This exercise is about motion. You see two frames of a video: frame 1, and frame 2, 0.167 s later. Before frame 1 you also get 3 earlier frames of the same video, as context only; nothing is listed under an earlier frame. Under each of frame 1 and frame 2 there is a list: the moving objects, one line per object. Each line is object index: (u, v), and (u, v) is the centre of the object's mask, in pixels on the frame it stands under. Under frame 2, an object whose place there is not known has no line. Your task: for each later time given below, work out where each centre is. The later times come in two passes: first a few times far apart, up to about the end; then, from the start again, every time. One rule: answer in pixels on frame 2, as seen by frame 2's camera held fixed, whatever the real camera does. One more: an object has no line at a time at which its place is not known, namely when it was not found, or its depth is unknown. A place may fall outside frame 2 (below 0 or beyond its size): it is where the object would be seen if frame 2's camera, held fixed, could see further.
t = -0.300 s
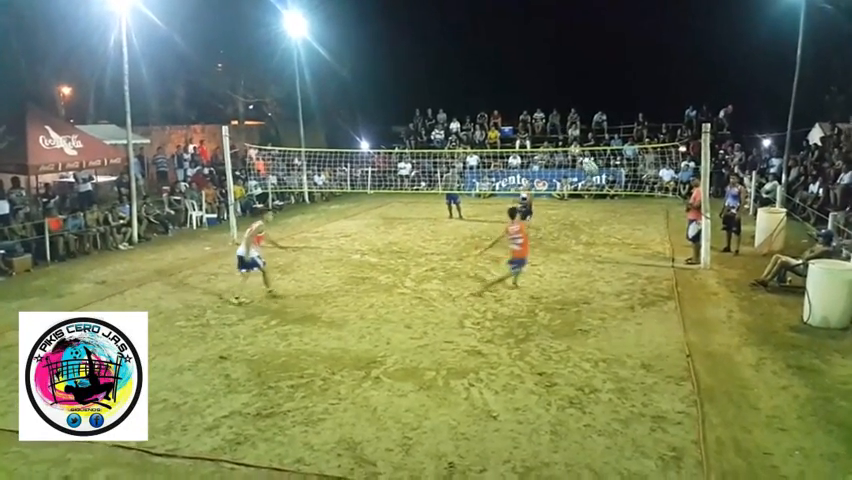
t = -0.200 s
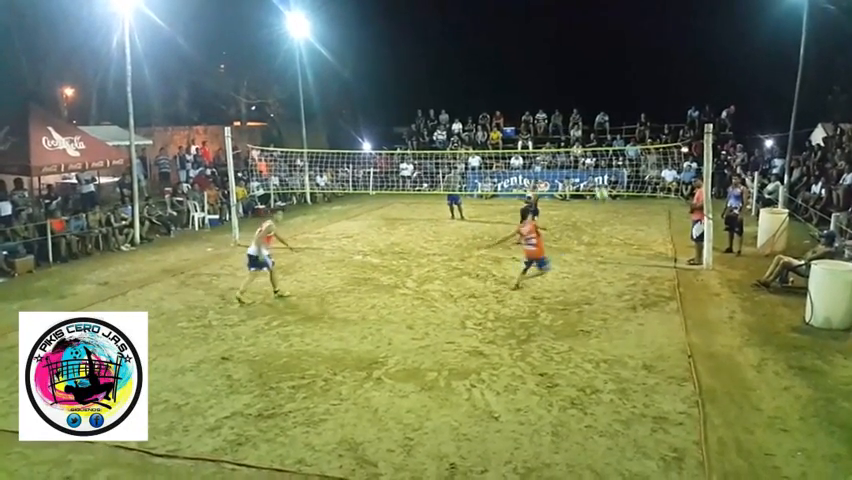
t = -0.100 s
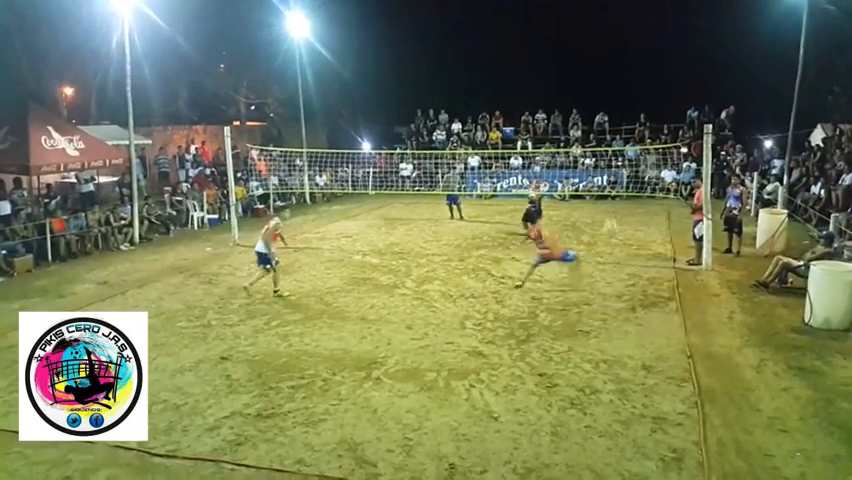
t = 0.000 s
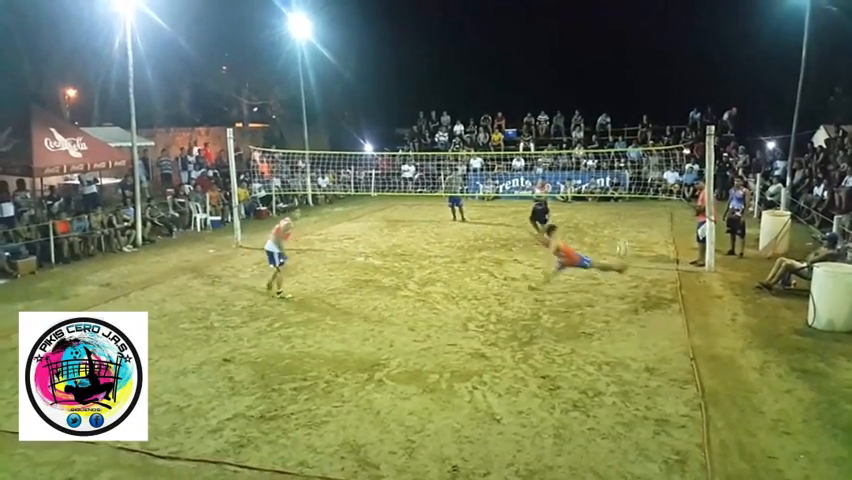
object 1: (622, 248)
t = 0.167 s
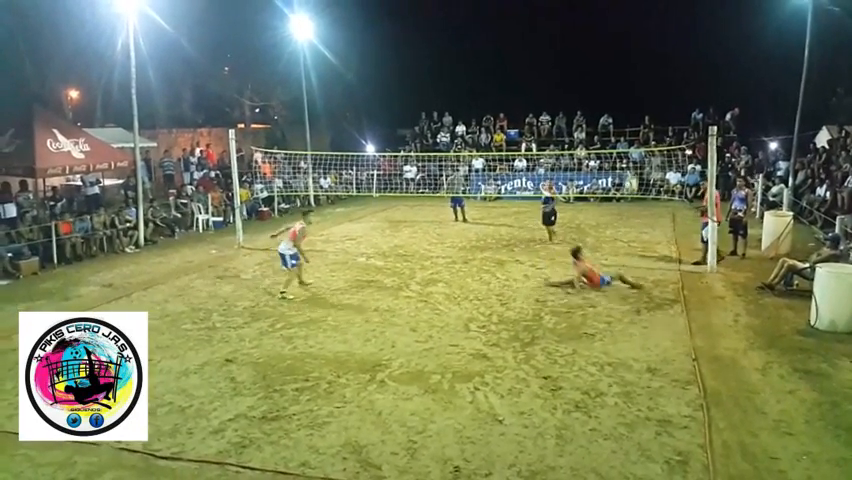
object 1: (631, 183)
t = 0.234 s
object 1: (634, 161)
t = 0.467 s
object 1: (640, 100)
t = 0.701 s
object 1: (646, 70)
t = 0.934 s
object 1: (651, 72)
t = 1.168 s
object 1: (654, 111)
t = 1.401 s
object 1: (657, 188)
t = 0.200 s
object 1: (632, 173)
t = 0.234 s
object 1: (634, 161)
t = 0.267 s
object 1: (635, 153)
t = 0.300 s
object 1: (635, 141)
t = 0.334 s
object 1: (636, 133)
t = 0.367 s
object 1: (637, 123)
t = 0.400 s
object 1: (639, 115)
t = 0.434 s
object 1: (640, 108)
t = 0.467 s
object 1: (640, 100)
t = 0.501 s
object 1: (641, 95)
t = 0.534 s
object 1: (642, 89)
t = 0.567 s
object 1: (643, 84)
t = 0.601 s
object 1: (644, 79)
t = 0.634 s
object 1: (644, 75)
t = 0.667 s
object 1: (645, 72)
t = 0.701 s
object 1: (646, 70)
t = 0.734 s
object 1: (647, 68)
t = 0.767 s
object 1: (647, 67)
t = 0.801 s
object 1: (648, 66)
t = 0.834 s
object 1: (649, 66)
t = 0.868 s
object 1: (649, 68)
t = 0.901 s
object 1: (650, 69)
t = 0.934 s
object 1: (651, 72)
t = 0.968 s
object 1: (651, 75)
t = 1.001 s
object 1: (652, 80)
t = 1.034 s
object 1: (652, 84)
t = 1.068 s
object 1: (653, 90)
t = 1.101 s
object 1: (653, 96)
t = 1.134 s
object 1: (654, 103)
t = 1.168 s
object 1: (654, 111)
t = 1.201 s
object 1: (654, 120)
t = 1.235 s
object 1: (656, 130)
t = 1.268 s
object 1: (656, 139)
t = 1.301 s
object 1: (656, 151)
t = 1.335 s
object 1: (657, 162)
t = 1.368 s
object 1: (657, 174)
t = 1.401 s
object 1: (657, 188)
